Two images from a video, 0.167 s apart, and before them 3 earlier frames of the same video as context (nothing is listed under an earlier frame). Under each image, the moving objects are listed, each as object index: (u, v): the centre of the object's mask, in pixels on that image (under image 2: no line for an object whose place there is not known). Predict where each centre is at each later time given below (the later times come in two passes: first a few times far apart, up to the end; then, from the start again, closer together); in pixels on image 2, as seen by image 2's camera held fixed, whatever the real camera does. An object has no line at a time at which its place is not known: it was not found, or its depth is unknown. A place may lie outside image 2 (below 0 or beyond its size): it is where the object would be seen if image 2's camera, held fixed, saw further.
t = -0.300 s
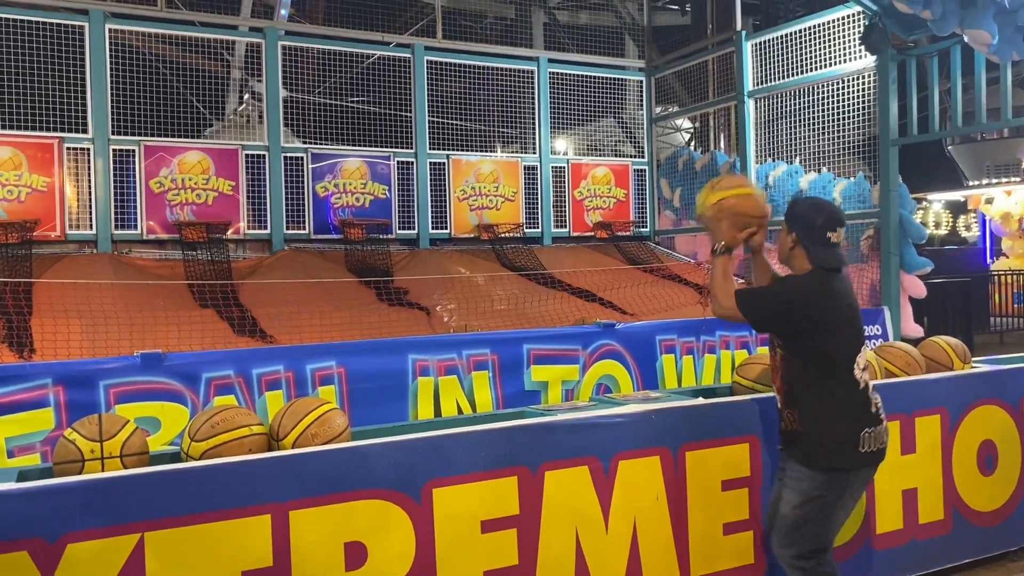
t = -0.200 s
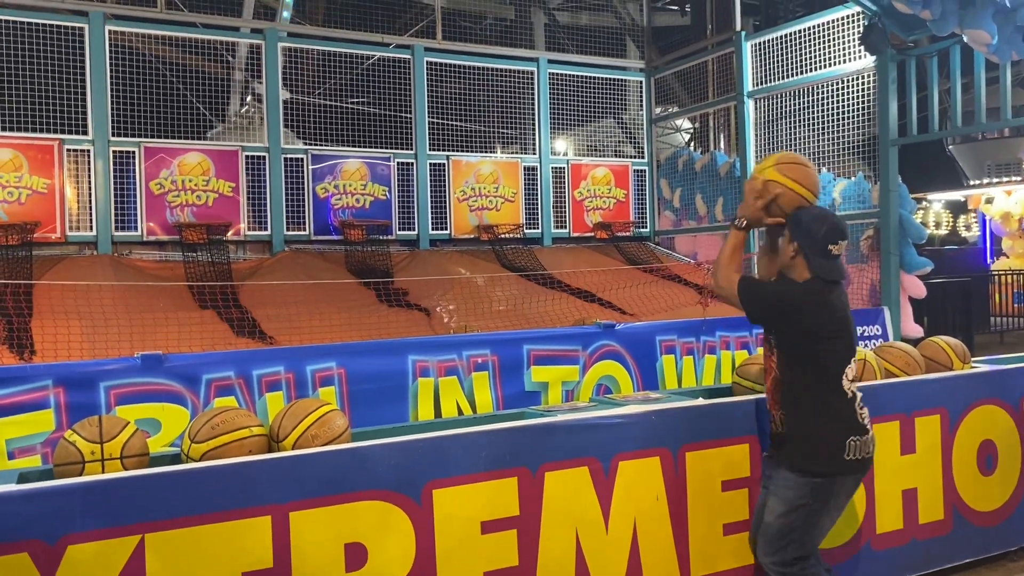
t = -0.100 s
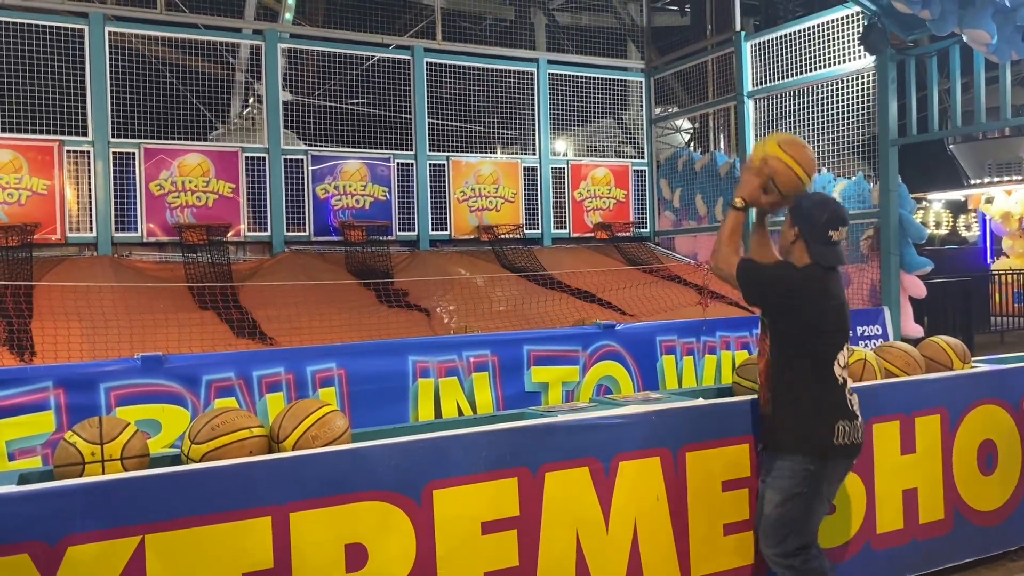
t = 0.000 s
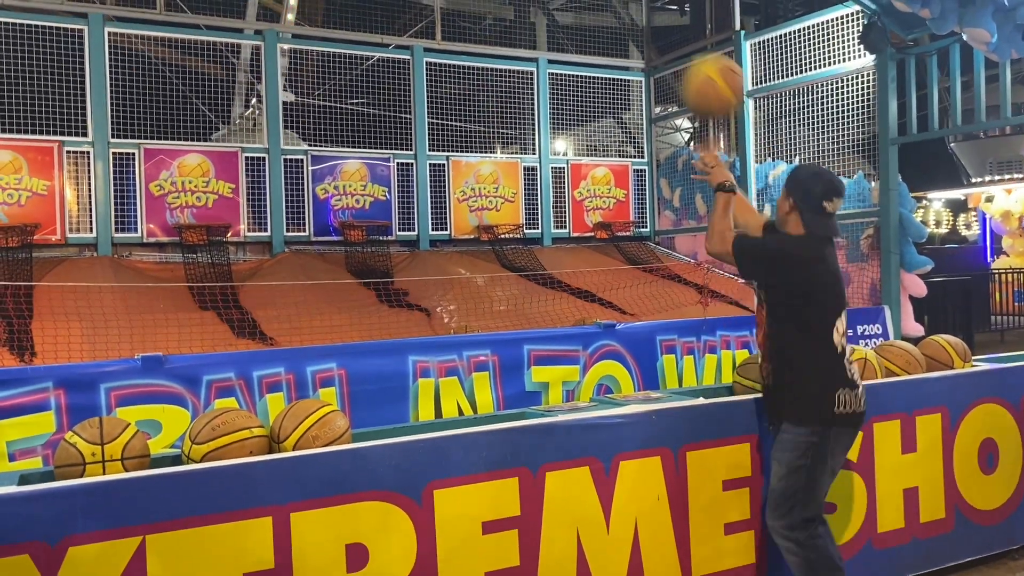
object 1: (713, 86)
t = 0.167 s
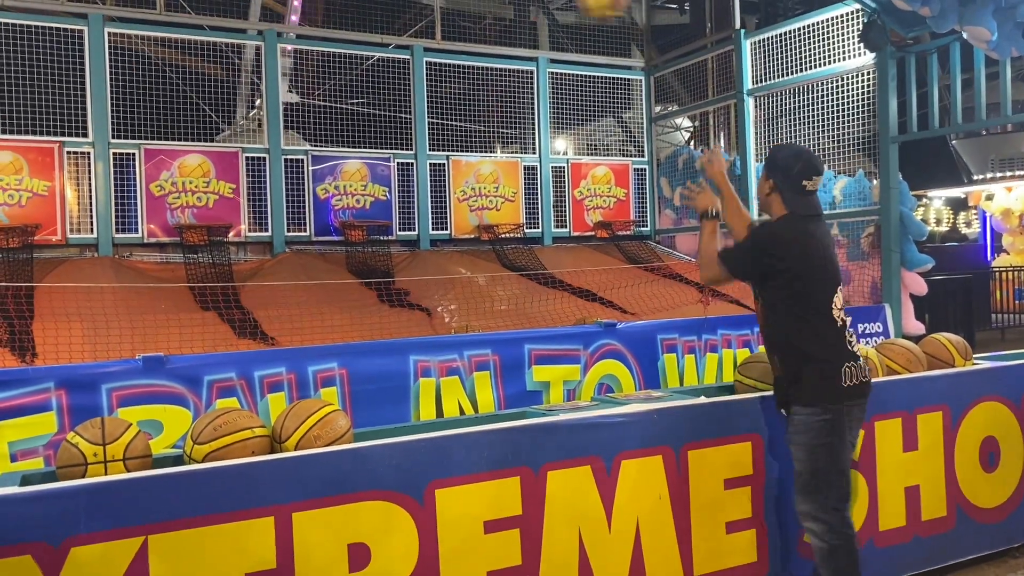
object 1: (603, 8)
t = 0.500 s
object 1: (470, 14)
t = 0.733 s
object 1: (416, 95)
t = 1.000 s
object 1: (379, 200)
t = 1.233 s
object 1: (399, 175)
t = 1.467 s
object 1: (436, 209)
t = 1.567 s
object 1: (454, 245)
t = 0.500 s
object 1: (470, 14)
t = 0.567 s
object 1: (453, 25)
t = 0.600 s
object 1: (444, 39)
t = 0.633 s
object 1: (437, 51)
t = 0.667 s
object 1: (429, 65)
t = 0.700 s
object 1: (423, 80)
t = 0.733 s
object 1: (416, 95)
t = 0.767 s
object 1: (411, 112)
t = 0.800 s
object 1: (405, 128)
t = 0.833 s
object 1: (400, 145)
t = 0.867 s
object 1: (395, 163)
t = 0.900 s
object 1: (391, 181)
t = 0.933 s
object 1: (385, 201)
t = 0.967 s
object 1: (382, 204)
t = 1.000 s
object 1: (379, 200)
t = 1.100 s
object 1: (381, 185)
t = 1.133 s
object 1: (387, 180)
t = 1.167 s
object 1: (392, 177)
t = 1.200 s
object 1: (395, 176)
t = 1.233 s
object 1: (399, 175)
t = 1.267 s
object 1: (404, 176)
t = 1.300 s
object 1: (409, 178)
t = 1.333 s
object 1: (414, 182)
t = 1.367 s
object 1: (420, 187)
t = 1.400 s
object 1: (425, 193)
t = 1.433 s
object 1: (430, 200)
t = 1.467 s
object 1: (436, 209)
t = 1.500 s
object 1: (441, 219)
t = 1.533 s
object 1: (447, 231)
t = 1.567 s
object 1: (454, 245)
